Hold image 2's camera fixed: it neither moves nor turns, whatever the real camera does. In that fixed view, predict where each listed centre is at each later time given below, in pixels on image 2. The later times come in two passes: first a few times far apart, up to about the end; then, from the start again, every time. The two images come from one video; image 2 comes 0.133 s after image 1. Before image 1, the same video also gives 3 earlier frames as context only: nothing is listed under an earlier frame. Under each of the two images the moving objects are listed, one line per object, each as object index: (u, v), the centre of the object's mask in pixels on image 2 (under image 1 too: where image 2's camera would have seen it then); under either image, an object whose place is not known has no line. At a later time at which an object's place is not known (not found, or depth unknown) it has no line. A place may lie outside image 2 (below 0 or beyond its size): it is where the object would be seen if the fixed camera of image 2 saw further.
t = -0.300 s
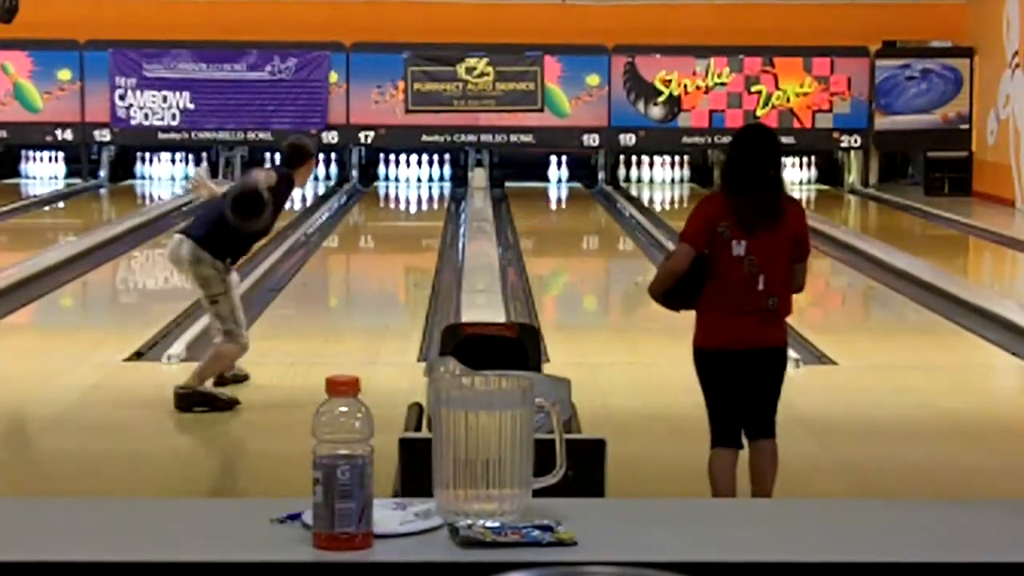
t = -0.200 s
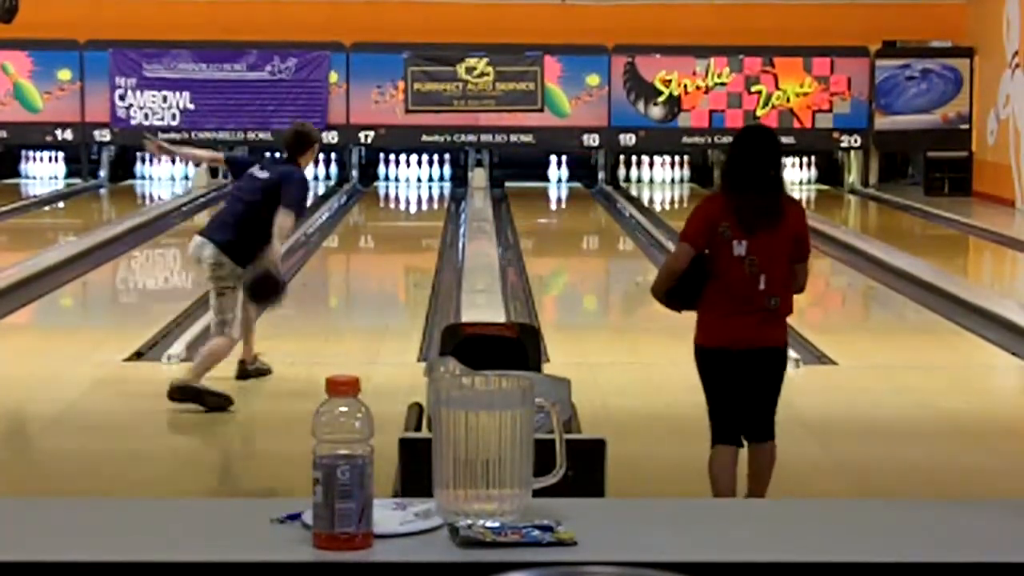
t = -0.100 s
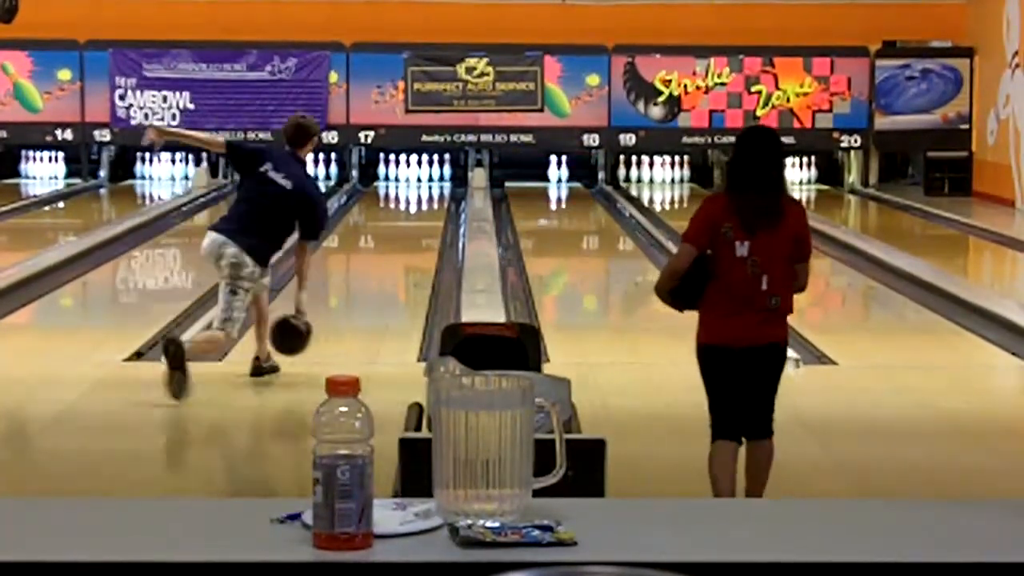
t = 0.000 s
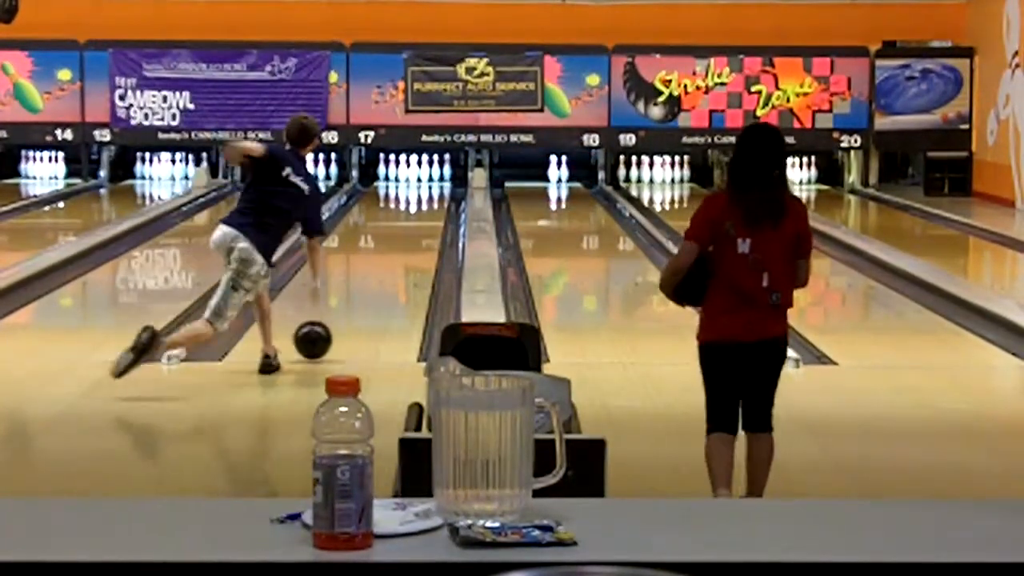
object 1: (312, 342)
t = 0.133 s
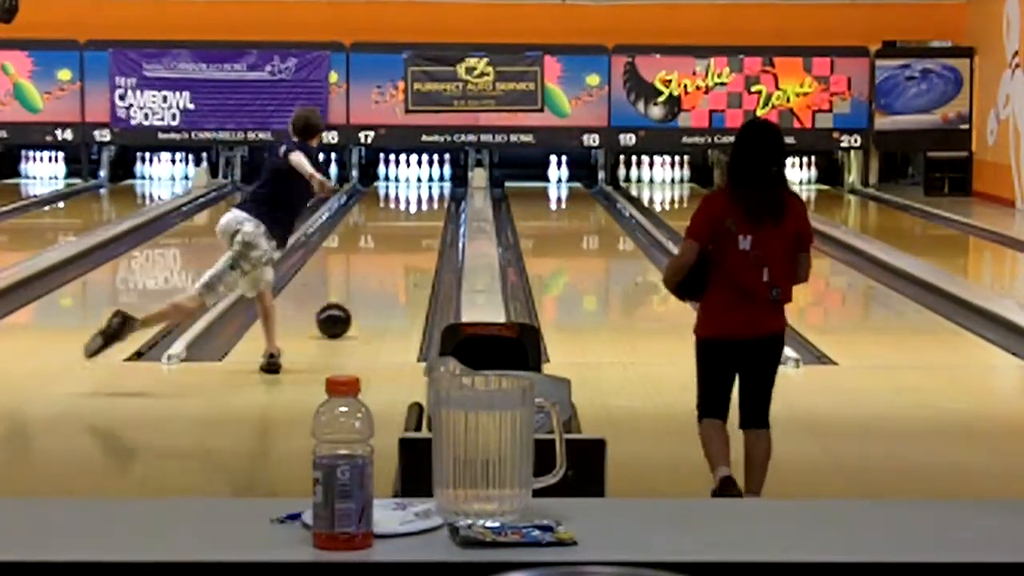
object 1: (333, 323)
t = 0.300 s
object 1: (354, 300)
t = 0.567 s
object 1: (380, 270)
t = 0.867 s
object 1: (401, 242)
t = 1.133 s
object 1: (414, 225)
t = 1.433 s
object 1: (423, 209)
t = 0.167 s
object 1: (338, 318)
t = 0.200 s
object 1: (342, 313)
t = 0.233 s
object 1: (347, 309)
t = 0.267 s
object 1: (351, 305)
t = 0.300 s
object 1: (354, 300)
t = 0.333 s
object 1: (358, 296)
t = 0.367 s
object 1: (362, 292)
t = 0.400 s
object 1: (365, 288)
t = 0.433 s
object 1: (368, 284)
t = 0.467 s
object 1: (371, 281)
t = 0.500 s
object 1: (374, 276)
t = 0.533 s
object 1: (378, 273)
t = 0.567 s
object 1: (380, 270)
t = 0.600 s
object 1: (383, 266)
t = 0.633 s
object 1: (385, 263)
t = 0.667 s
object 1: (388, 260)
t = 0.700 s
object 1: (390, 256)
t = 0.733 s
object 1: (392, 254)
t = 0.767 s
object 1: (394, 250)
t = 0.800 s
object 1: (397, 247)
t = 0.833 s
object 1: (399, 245)
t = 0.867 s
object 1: (401, 242)
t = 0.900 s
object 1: (402, 240)
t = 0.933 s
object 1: (404, 238)
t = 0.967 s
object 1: (406, 235)
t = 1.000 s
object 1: (408, 233)
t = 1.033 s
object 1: (409, 231)
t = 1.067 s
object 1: (411, 229)
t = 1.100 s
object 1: (412, 227)
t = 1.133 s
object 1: (414, 225)
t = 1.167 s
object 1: (415, 223)
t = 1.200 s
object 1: (416, 221)
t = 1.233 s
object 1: (417, 220)
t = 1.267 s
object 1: (418, 218)
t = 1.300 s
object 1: (419, 216)
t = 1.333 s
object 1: (421, 214)
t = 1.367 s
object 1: (422, 213)
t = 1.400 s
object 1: (422, 211)
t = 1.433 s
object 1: (423, 209)
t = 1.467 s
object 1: (425, 207)
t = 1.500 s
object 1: (425, 206)
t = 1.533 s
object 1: (425, 205)
